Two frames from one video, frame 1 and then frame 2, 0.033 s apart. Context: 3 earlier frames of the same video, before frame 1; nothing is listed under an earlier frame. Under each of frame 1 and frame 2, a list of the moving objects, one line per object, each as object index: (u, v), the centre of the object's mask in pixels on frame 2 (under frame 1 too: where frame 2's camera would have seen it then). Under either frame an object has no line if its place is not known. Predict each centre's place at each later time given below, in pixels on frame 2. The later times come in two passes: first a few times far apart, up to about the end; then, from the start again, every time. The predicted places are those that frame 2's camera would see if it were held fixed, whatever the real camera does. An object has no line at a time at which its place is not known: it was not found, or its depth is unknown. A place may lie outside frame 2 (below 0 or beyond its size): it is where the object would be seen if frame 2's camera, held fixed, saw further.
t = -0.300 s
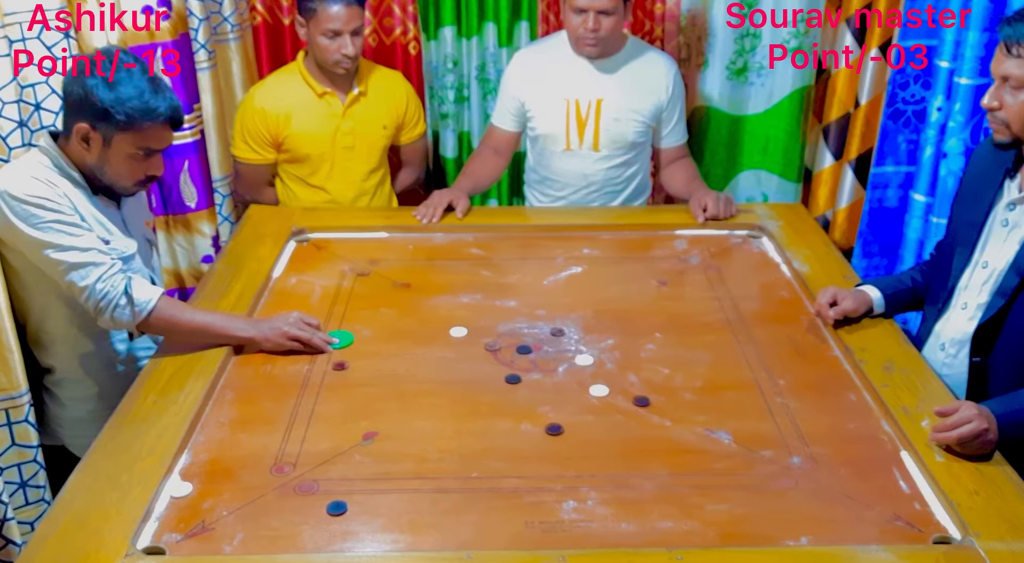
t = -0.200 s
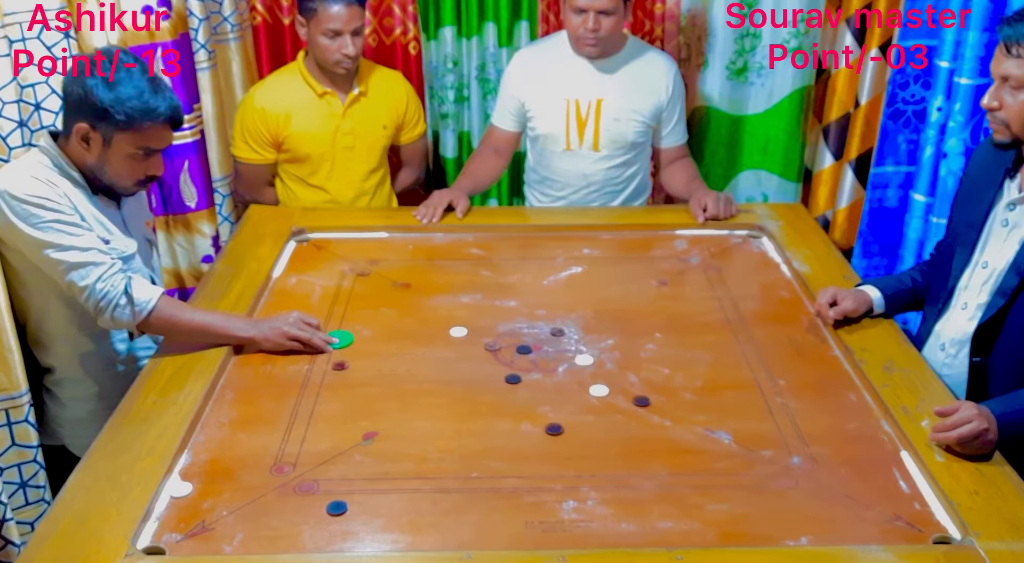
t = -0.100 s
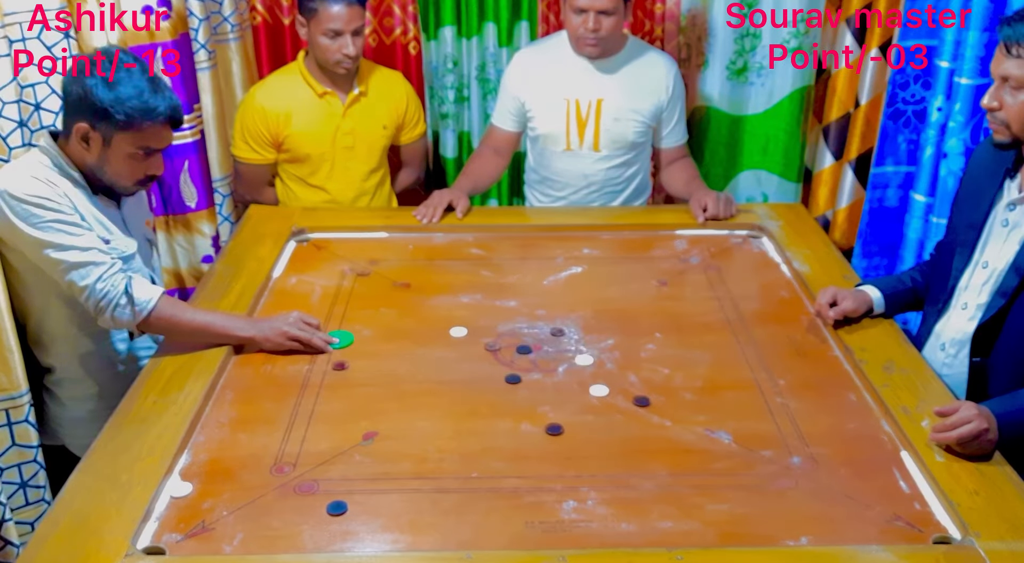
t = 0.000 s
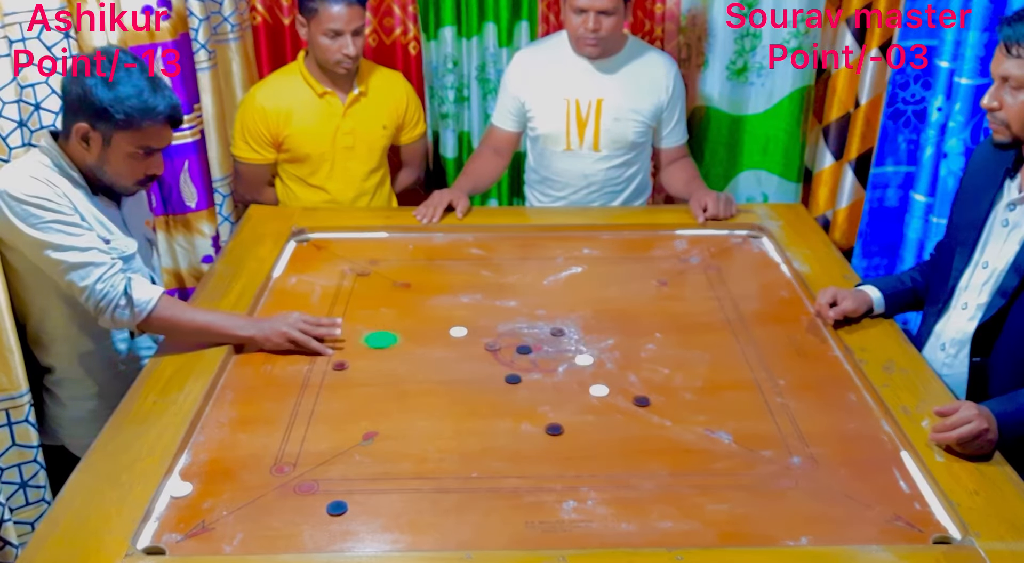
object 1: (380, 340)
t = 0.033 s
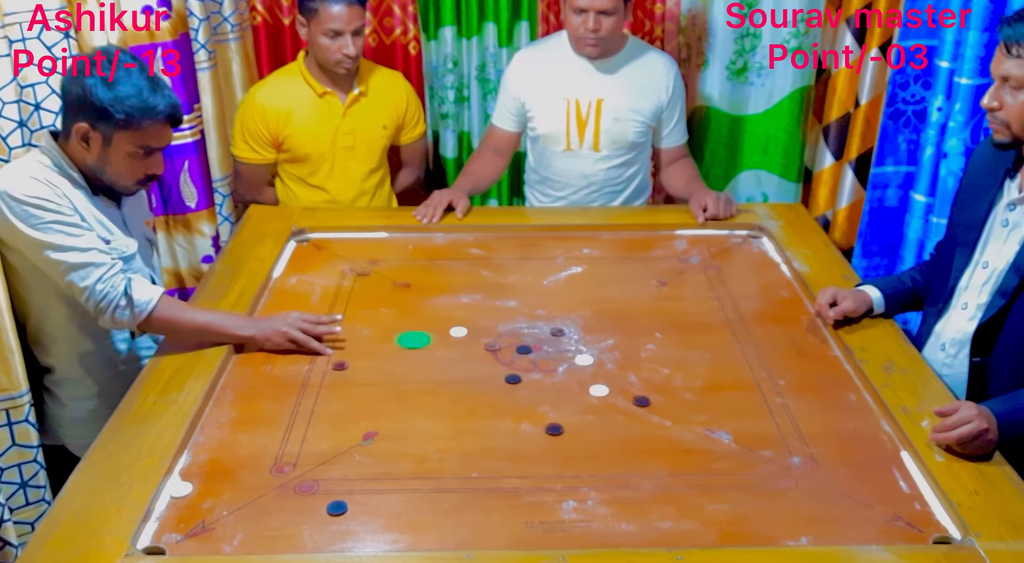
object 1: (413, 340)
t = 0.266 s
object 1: (543, 347)
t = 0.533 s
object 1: (615, 353)
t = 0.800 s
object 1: (640, 356)
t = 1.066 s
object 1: (640, 356)
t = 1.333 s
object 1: (640, 356)
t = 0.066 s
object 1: (445, 340)
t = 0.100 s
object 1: (471, 342)
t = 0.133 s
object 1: (490, 344)
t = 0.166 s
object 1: (504, 345)
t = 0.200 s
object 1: (518, 346)
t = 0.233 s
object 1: (531, 347)
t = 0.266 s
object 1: (543, 347)
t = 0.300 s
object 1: (554, 348)
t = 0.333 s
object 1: (566, 349)
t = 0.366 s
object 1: (576, 350)
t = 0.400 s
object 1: (585, 351)
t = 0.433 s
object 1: (594, 351)
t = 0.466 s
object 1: (601, 352)
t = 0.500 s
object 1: (609, 353)
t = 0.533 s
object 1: (615, 353)
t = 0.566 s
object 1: (621, 354)
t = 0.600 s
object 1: (626, 354)
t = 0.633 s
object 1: (630, 355)
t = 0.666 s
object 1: (633, 355)
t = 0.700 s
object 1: (636, 355)
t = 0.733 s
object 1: (638, 356)
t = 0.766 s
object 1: (639, 356)
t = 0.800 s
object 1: (640, 356)
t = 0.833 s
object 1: (640, 356)
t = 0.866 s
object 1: (640, 356)
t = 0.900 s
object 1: (640, 356)
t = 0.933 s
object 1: (640, 356)
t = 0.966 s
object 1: (640, 356)
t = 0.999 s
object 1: (640, 356)
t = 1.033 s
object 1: (640, 356)
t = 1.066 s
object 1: (640, 356)
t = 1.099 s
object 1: (640, 356)
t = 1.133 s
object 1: (640, 356)
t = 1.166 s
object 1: (640, 356)
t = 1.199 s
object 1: (640, 356)
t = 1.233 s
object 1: (640, 356)
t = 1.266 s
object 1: (640, 356)
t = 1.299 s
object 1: (640, 356)
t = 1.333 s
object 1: (640, 356)
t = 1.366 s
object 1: (640, 356)
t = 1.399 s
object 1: (640, 356)
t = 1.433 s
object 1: (640, 356)
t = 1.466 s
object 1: (640, 356)
